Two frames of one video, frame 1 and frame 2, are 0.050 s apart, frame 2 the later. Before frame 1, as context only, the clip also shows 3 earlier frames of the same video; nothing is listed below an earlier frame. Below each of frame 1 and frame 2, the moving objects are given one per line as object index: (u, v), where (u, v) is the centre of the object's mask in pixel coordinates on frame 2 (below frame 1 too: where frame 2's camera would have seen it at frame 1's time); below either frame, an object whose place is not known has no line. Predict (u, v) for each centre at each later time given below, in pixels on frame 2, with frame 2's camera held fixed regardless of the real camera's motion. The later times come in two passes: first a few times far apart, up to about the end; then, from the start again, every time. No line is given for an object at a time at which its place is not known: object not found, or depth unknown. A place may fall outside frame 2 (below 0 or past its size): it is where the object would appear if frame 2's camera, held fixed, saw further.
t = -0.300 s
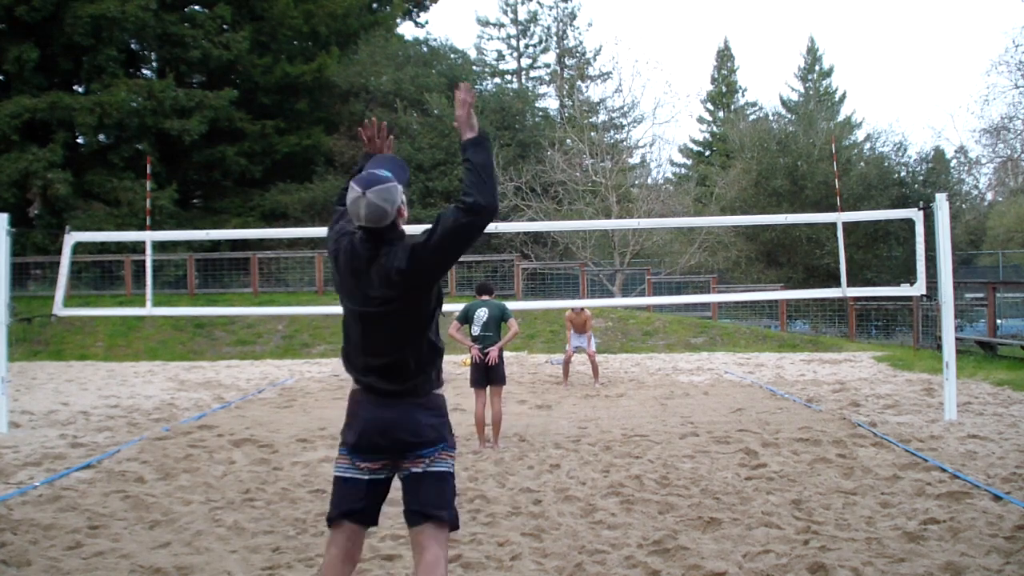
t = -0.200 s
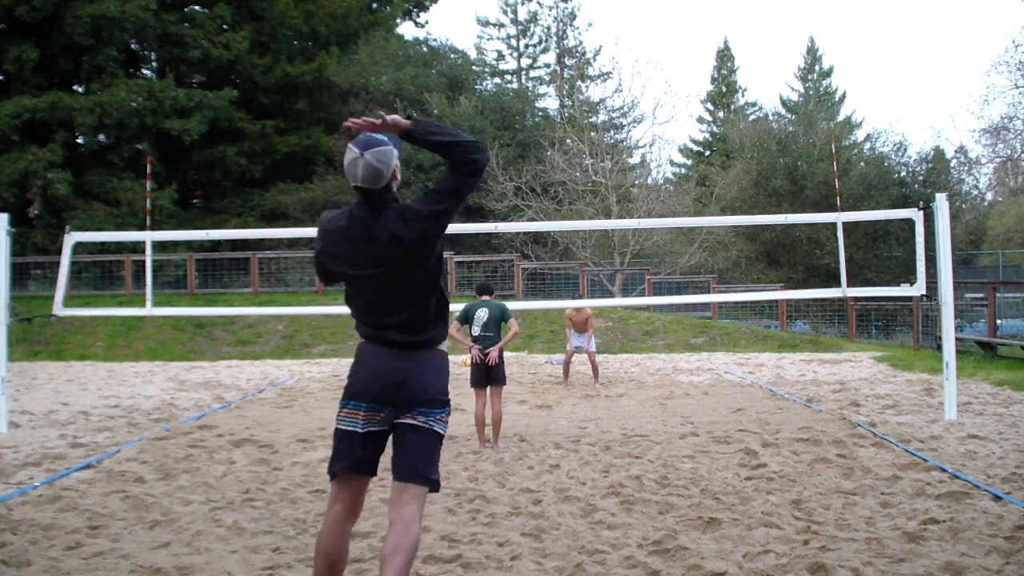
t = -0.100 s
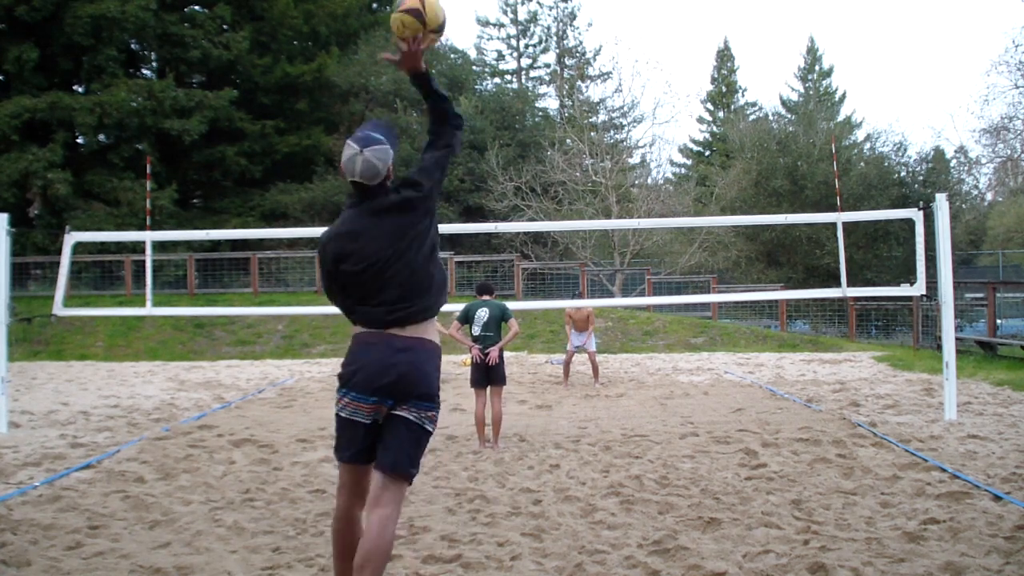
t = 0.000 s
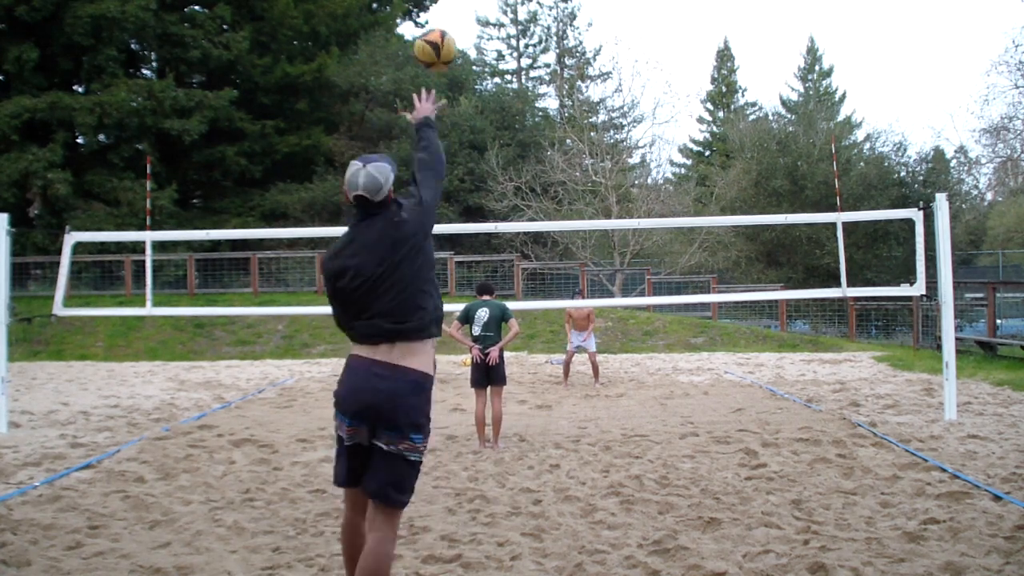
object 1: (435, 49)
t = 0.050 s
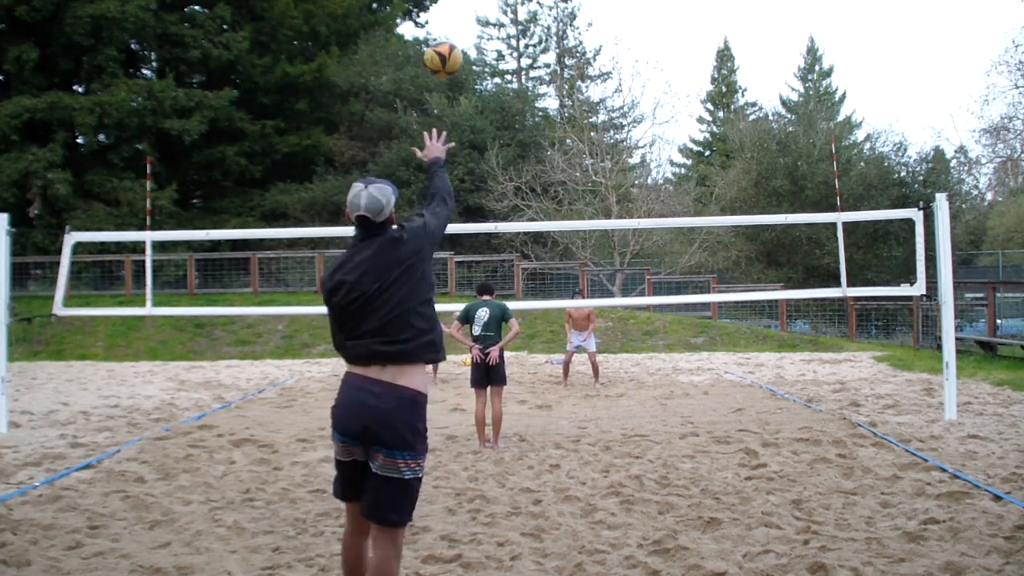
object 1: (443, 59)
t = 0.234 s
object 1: (457, 101)
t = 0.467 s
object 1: (474, 162)
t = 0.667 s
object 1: (490, 217)
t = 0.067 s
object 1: (445, 63)
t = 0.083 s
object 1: (446, 65)
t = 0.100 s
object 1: (448, 68)
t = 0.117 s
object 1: (449, 72)
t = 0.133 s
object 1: (451, 76)
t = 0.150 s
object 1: (452, 80)
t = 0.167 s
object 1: (453, 84)
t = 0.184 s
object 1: (454, 88)
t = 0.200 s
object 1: (455, 92)
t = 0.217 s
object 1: (456, 97)
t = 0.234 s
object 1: (457, 101)
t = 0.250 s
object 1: (458, 106)
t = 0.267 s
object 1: (460, 109)
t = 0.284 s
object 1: (461, 114)
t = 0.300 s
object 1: (462, 119)
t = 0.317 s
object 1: (463, 122)
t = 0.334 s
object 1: (464, 127)
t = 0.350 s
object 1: (465, 131)
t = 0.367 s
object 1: (467, 135)
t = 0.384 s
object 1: (468, 140)
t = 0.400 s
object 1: (469, 144)
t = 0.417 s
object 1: (470, 149)
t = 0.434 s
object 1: (471, 153)
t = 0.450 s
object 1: (472, 158)
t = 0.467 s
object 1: (474, 162)
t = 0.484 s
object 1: (475, 167)
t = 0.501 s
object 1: (476, 172)
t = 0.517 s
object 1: (478, 176)
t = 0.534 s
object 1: (479, 181)
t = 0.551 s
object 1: (480, 185)
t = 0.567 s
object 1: (481, 189)
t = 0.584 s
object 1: (482, 194)
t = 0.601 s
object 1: (484, 199)
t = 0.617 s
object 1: (485, 203)
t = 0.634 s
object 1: (486, 209)
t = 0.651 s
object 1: (488, 213)
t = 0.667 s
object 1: (490, 217)
